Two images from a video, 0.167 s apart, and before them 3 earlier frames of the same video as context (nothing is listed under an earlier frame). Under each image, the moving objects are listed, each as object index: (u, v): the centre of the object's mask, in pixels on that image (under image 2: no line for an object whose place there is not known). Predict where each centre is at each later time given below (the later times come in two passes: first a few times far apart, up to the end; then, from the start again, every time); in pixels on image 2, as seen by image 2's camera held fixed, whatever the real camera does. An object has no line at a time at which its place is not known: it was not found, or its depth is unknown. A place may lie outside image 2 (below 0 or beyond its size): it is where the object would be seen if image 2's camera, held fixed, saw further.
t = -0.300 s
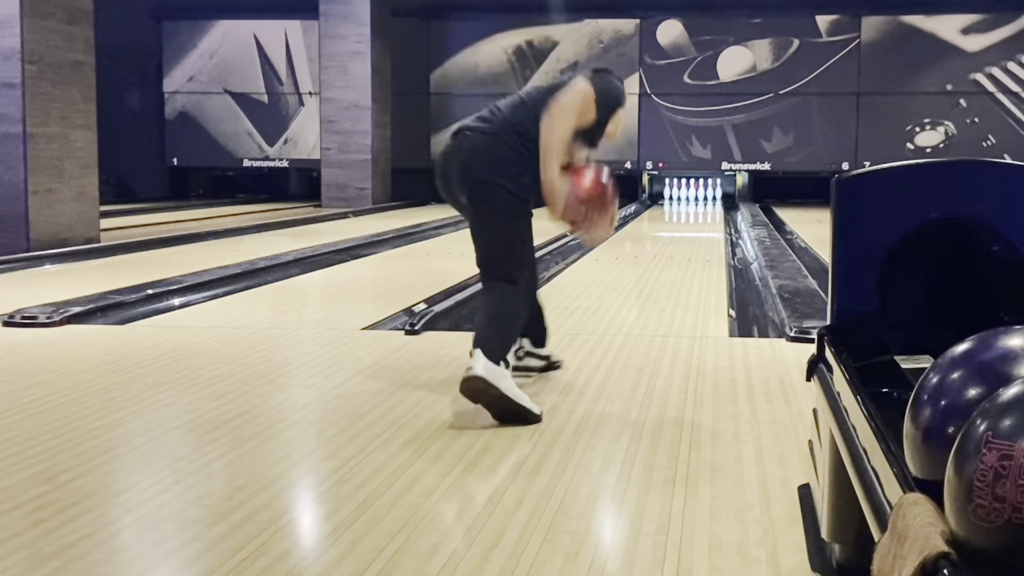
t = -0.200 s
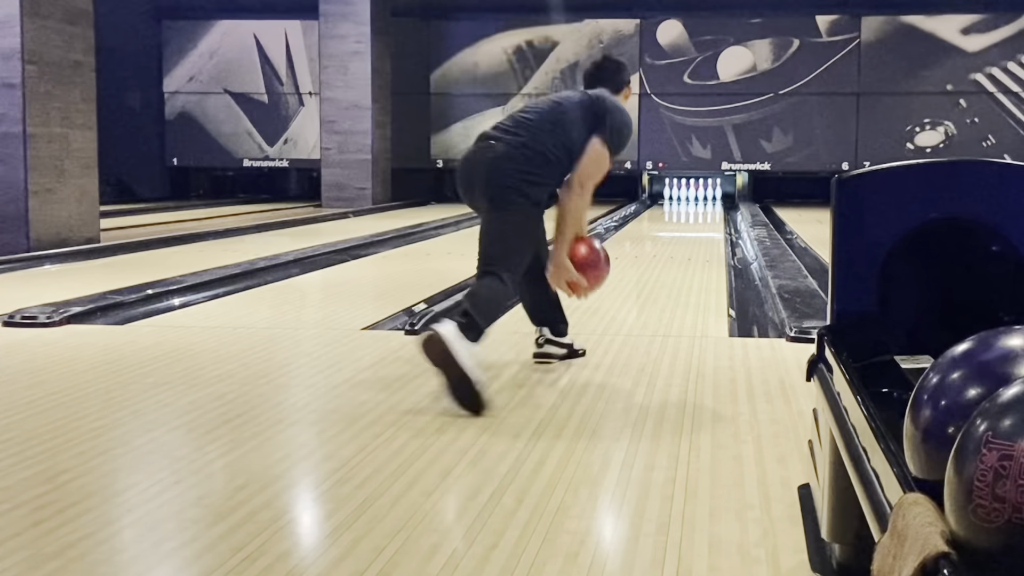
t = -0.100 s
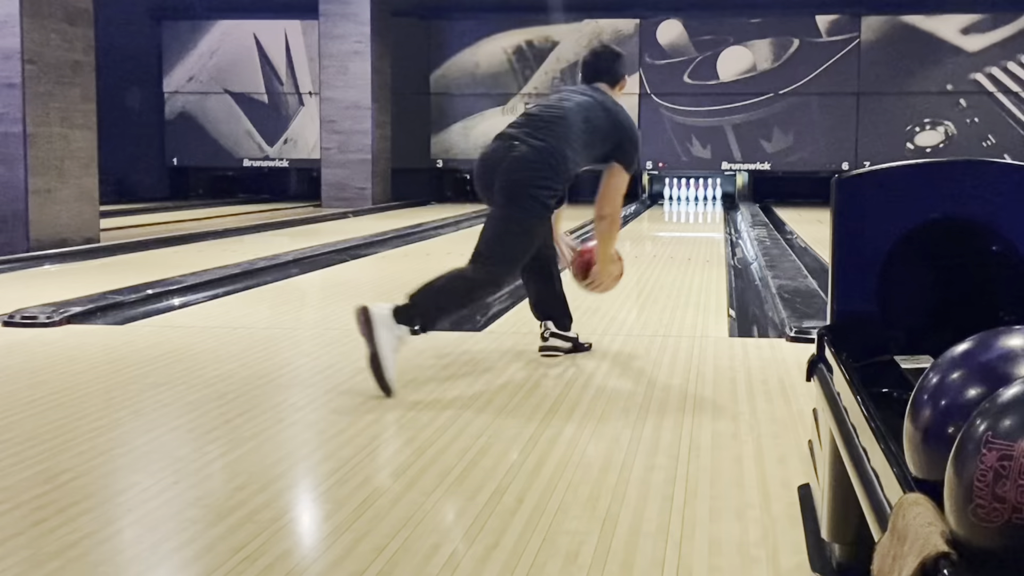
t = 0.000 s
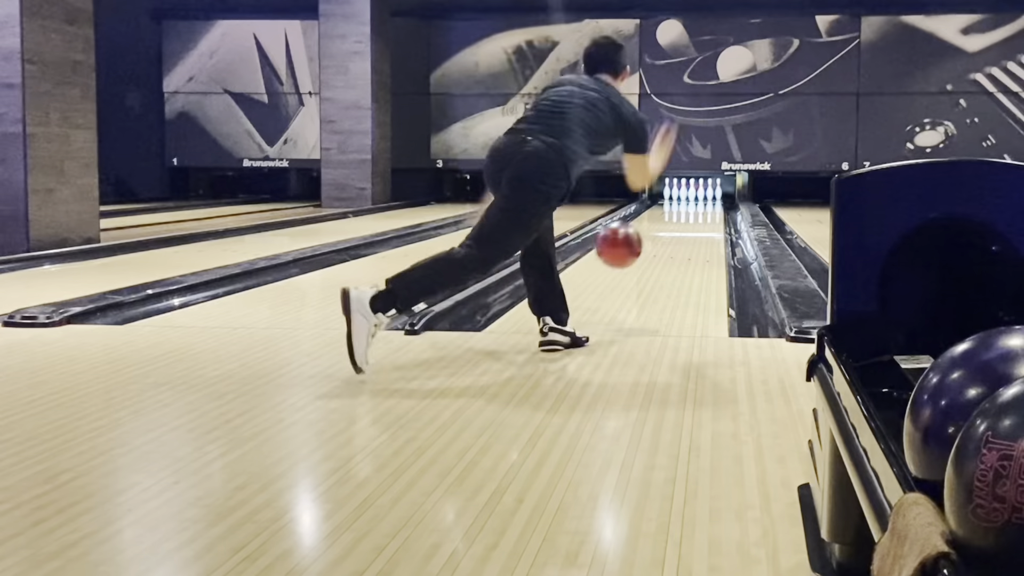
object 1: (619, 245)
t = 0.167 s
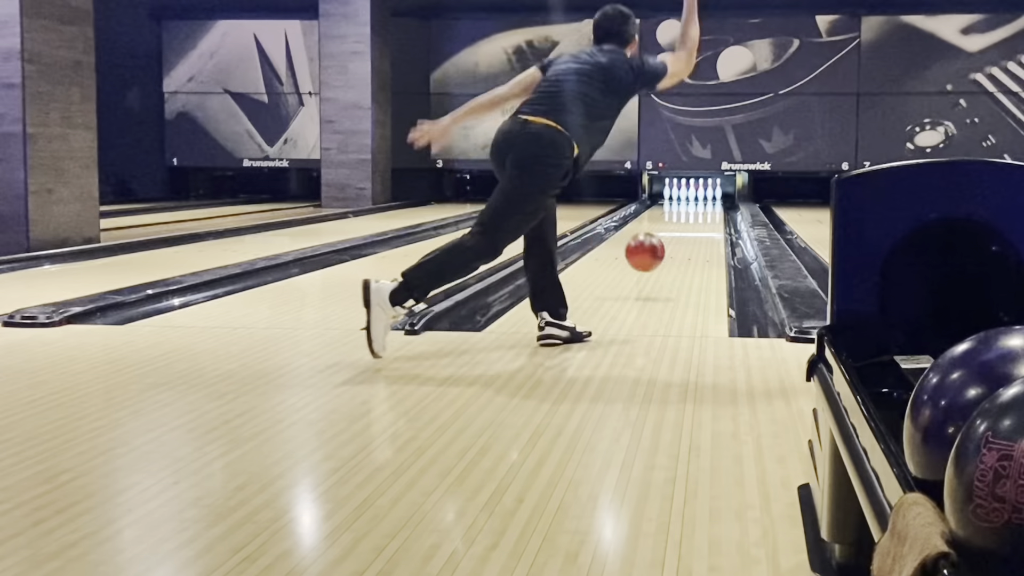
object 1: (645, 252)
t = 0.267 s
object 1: (656, 266)
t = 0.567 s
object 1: (682, 245)
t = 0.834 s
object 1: (697, 232)
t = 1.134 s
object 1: (707, 221)
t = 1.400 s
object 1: (712, 214)
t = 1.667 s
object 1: (714, 208)
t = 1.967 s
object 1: (714, 203)
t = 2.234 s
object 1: (710, 200)
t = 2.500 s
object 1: (703, 197)
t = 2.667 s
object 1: (699, 196)
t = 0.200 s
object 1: (649, 259)
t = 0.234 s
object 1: (653, 267)
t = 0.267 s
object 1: (656, 266)
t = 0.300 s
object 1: (660, 261)
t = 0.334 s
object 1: (664, 260)
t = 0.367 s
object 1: (667, 258)
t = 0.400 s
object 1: (670, 256)
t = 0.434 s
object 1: (672, 253)
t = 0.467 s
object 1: (675, 252)
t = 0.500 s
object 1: (678, 250)
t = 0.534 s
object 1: (680, 247)
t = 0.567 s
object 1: (682, 245)
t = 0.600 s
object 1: (684, 243)
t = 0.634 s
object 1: (686, 241)
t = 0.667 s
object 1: (688, 240)
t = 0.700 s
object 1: (690, 238)
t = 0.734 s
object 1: (692, 236)
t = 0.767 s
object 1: (694, 235)
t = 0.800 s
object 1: (695, 234)
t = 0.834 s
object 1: (697, 232)
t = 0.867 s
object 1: (698, 231)
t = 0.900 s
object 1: (699, 230)
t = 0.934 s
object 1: (701, 228)
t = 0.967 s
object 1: (702, 227)
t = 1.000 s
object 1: (703, 225)
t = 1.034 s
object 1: (704, 224)
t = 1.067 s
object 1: (705, 223)
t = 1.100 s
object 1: (706, 222)
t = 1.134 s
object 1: (707, 221)
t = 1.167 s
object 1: (708, 220)
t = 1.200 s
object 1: (708, 219)
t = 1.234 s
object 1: (709, 218)
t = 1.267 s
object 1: (710, 218)
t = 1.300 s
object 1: (710, 217)
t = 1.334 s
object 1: (711, 216)
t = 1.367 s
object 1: (712, 215)
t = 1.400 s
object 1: (712, 214)
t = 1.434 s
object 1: (712, 213)
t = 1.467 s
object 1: (713, 212)
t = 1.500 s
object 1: (713, 212)
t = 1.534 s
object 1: (713, 211)
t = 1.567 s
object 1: (714, 210)
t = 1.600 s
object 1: (714, 210)
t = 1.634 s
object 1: (714, 209)
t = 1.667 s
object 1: (714, 208)
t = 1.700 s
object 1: (714, 208)
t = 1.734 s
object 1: (714, 207)
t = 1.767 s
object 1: (714, 206)
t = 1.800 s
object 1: (714, 206)
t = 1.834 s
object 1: (714, 205)
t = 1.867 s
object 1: (714, 204)
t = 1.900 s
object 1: (714, 204)
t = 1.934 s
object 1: (714, 204)
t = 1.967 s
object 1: (714, 203)
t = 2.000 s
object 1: (714, 203)
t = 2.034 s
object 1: (713, 202)
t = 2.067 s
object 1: (713, 202)
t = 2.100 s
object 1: (712, 202)
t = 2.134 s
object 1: (712, 201)
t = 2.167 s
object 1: (711, 201)
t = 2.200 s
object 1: (711, 200)
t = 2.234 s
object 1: (710, 200)
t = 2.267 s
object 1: (710, 200)
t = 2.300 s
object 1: (709, 199)
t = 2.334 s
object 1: (709, 199)
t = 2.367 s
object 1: (708, 199)
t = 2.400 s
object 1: (707, 198)
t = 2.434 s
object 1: (705, 198)
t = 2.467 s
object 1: (704, 197)
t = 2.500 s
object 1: (703, 197)
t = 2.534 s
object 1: (702, 197)
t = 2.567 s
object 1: (701, 198)
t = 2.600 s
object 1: (701, 197)
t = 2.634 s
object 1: (700, 196)
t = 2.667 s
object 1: (699, 196)
